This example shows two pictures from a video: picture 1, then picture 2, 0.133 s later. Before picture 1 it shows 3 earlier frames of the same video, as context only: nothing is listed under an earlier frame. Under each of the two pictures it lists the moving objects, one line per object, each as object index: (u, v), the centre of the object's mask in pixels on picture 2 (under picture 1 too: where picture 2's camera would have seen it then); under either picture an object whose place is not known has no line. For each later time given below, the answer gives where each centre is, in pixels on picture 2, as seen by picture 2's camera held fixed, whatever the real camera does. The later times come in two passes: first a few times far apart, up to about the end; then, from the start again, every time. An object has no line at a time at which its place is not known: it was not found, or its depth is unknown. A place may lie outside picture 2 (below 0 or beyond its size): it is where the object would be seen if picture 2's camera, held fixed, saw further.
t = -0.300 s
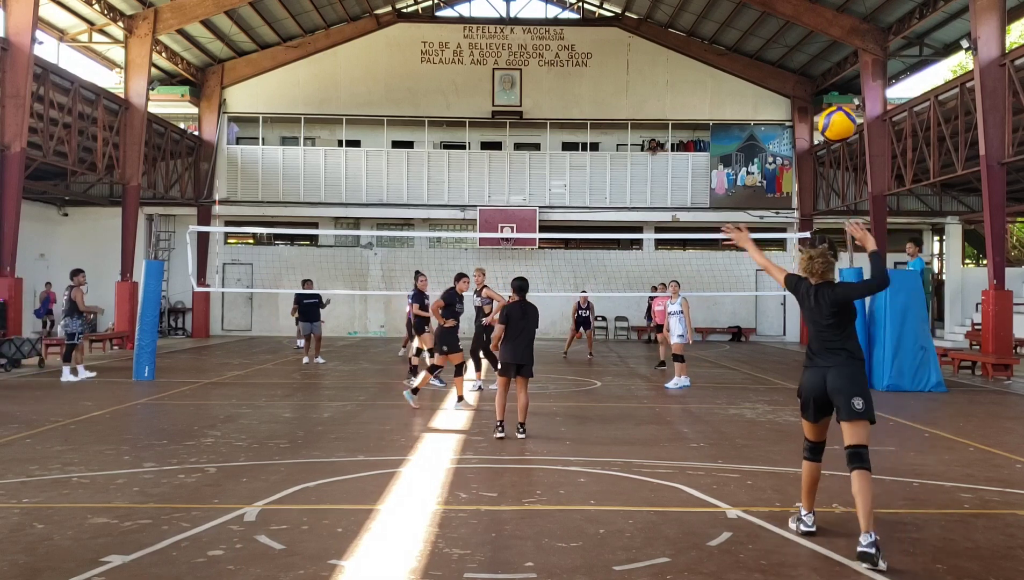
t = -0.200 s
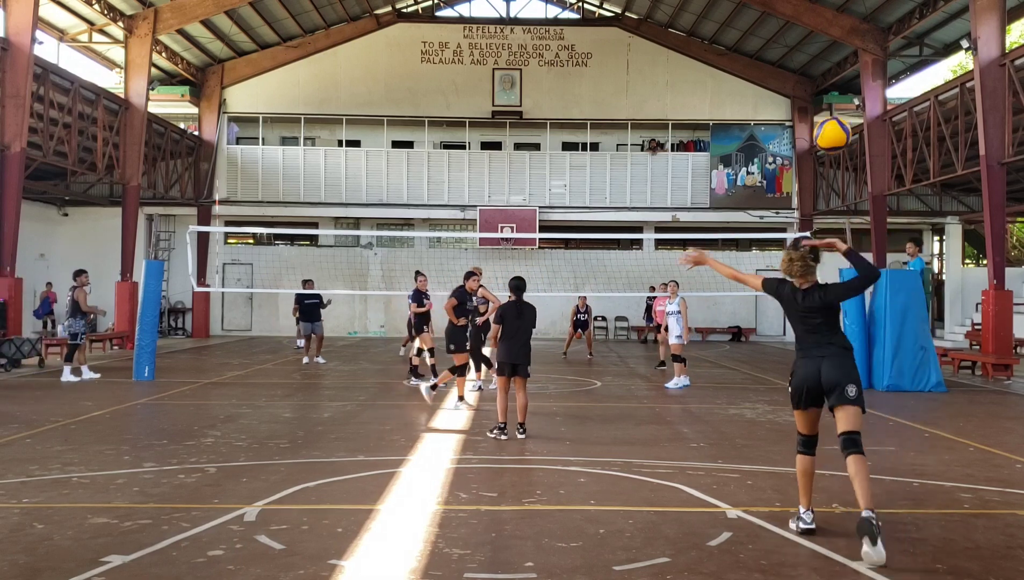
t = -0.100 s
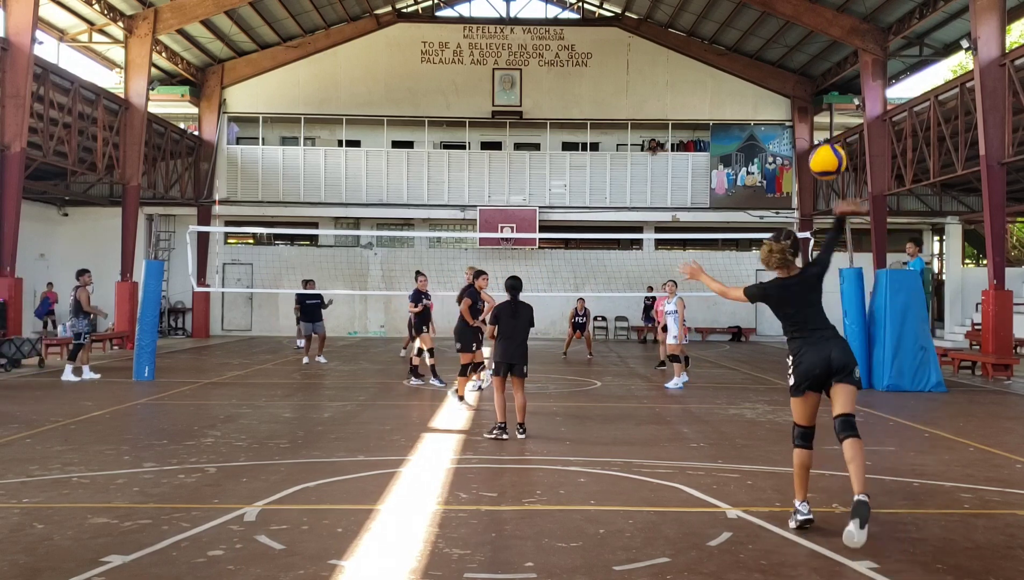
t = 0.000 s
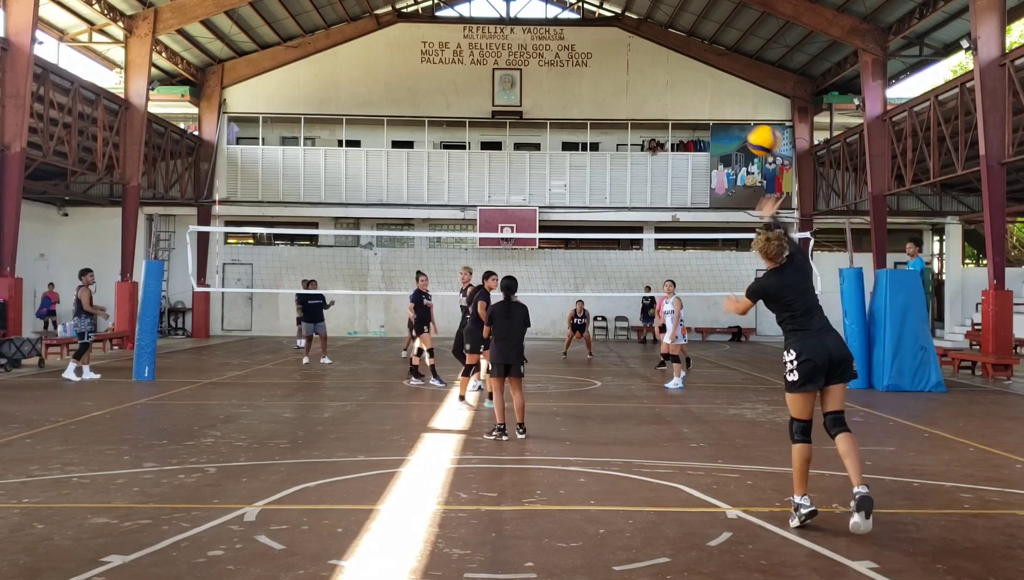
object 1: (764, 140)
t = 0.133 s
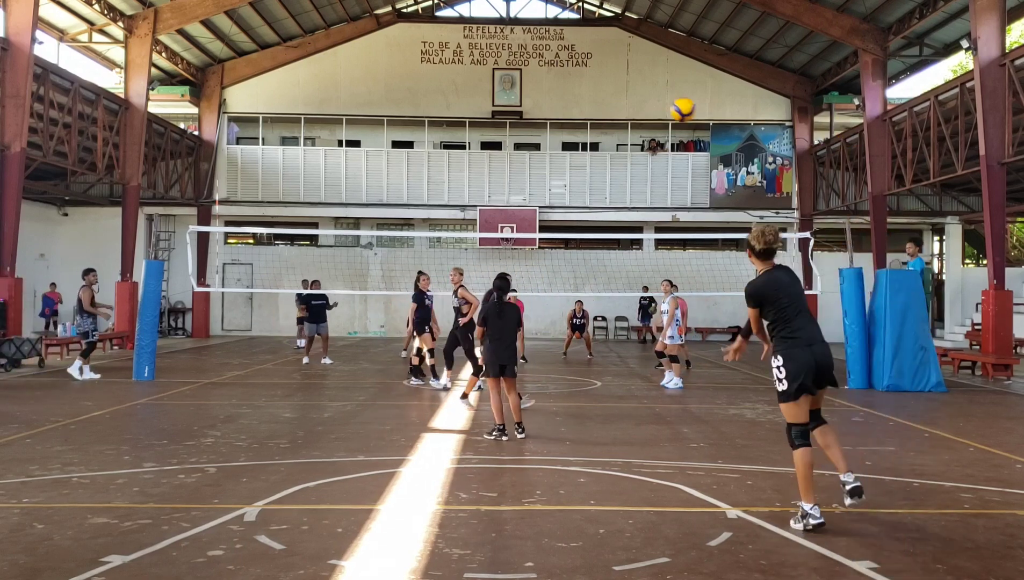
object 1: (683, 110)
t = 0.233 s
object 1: (640, 101)
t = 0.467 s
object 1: (576, 111)
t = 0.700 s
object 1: (539, 146)
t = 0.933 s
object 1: (520, 197)
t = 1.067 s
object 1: (514, 227)
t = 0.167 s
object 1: (667, 106)
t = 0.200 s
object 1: (653, 103)
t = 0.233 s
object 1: (640, 101)
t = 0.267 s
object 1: (629, 101)
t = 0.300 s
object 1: (618, 101)
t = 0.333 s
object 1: (608, 102)
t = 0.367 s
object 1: (599, 103)
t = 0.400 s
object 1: (591, 105)
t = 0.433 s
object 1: (584, 107)
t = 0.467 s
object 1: (576, 111)
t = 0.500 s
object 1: (569, 114)
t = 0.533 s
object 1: (563, 119)
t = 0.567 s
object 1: (557, 124)
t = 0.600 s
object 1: (552, 128)
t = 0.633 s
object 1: (547, 134)
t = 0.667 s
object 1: (543, 140)
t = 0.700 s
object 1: (539, 146)
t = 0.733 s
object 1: (536, 152)
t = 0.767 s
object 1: (533, 159)
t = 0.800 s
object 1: (530, 166)
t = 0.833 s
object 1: (528, 174)
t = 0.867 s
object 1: (526, 181)
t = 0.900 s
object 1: (523, 189)
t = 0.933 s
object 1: (520, 197)
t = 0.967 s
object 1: (518, 204)
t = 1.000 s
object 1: (515, 212)
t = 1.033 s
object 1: (513, 220)
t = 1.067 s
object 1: (514, 227)
